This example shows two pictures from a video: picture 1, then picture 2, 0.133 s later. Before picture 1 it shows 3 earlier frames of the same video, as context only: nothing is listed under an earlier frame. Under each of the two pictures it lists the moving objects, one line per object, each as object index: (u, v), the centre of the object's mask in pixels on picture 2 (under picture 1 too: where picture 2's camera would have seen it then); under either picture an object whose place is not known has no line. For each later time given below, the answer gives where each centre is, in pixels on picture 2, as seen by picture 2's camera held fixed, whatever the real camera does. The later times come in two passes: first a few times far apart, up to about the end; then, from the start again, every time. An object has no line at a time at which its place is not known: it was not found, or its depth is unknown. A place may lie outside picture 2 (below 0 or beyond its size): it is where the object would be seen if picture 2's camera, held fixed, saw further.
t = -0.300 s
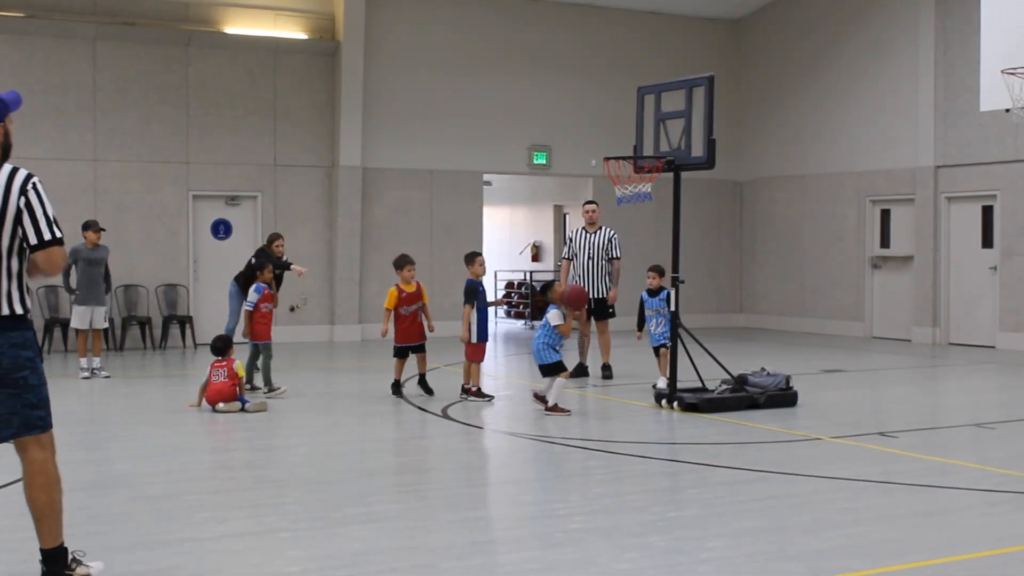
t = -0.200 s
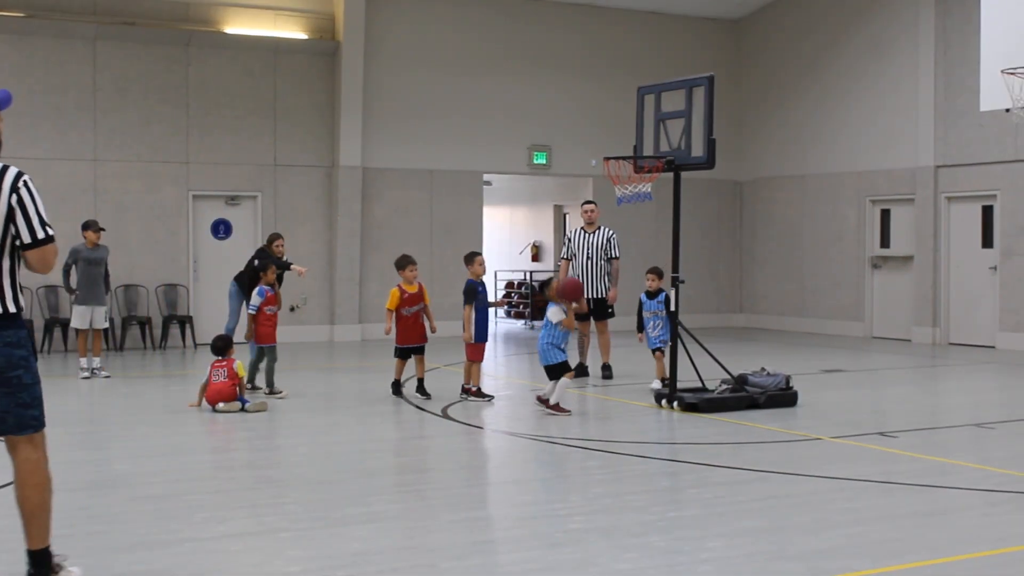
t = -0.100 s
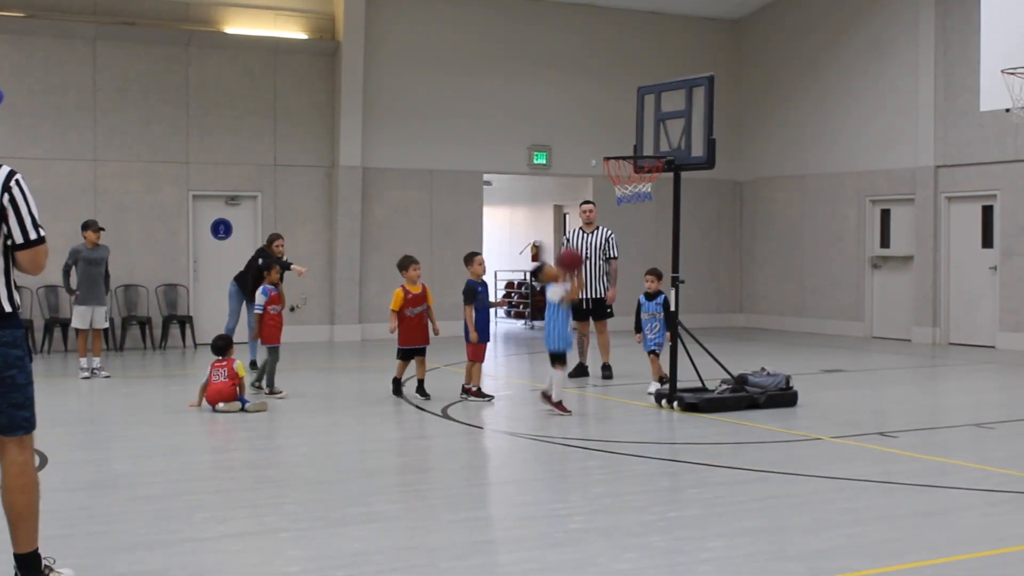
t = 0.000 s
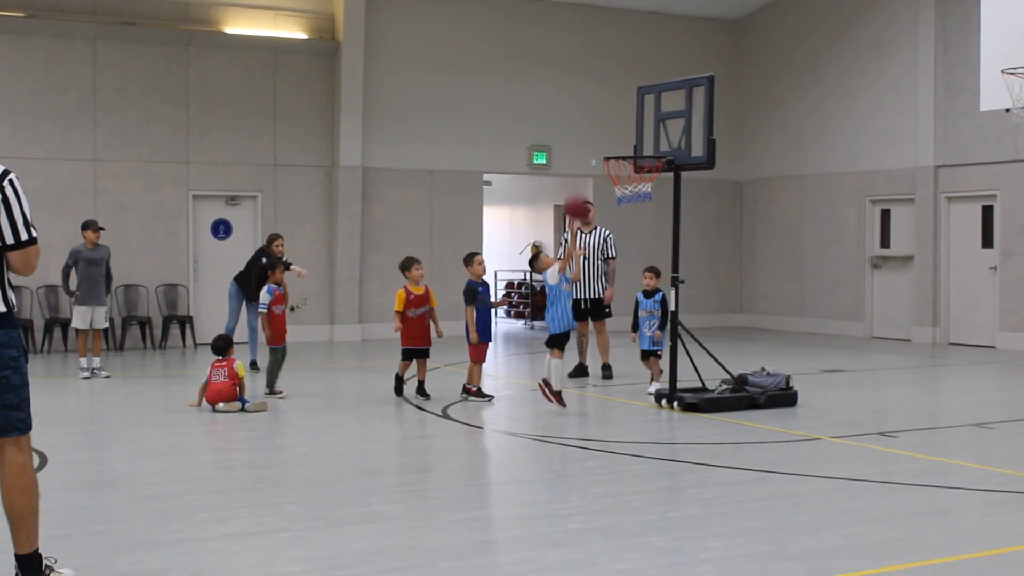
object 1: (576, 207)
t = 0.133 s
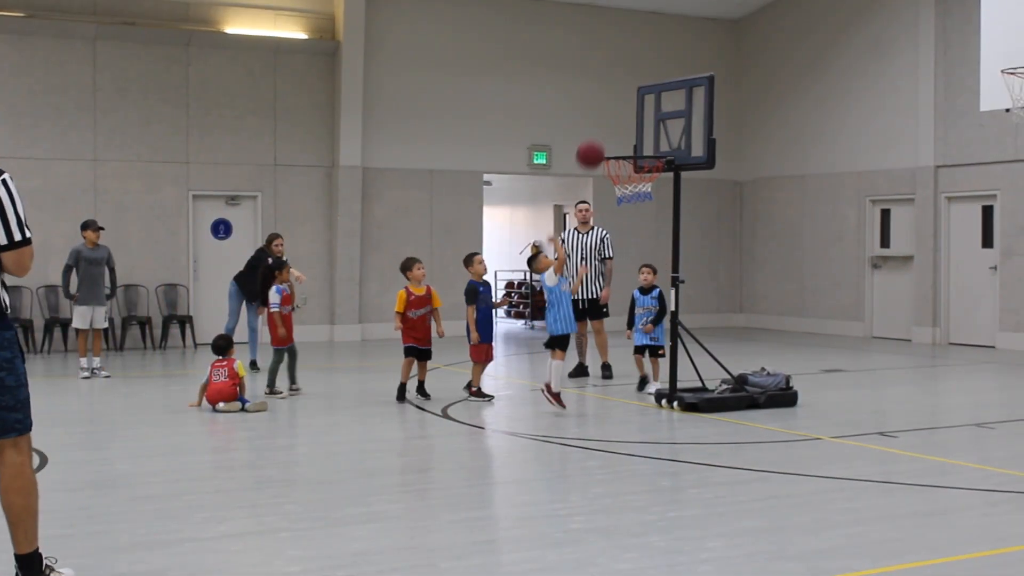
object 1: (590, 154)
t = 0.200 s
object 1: (597, 136)
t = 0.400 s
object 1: (617, 114)
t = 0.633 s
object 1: (638, 142)
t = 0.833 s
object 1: (649, 135)
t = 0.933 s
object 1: (655, 150)
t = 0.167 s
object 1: (593, 144)
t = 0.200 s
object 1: (597, 136)
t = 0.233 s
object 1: (600, 129)
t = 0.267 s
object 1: (603, 123)
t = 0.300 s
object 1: (607, 119)
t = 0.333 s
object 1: (610, 116)
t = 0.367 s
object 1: (613, 114)
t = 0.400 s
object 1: (617, 114)
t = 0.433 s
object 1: (620, 115)
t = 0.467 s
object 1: (623, 117)
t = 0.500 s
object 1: (626, 121)
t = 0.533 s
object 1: (630, 126)
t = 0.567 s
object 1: (633, 133)
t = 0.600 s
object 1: (636, 140)
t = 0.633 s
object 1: (638, 142)
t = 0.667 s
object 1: (640, 138)
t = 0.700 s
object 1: (642, 135)
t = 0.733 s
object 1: (644, 133)
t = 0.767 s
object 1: (645, 132)
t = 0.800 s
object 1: (647, 133)
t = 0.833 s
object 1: (649, 135)
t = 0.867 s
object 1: (651, 139)
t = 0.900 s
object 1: (653, 144)
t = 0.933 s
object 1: (655, 150)
